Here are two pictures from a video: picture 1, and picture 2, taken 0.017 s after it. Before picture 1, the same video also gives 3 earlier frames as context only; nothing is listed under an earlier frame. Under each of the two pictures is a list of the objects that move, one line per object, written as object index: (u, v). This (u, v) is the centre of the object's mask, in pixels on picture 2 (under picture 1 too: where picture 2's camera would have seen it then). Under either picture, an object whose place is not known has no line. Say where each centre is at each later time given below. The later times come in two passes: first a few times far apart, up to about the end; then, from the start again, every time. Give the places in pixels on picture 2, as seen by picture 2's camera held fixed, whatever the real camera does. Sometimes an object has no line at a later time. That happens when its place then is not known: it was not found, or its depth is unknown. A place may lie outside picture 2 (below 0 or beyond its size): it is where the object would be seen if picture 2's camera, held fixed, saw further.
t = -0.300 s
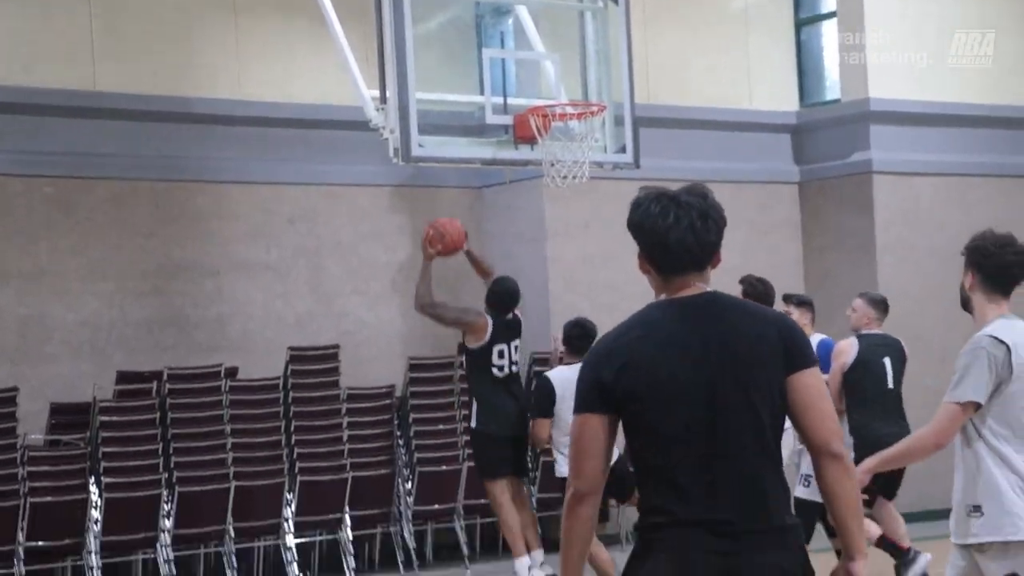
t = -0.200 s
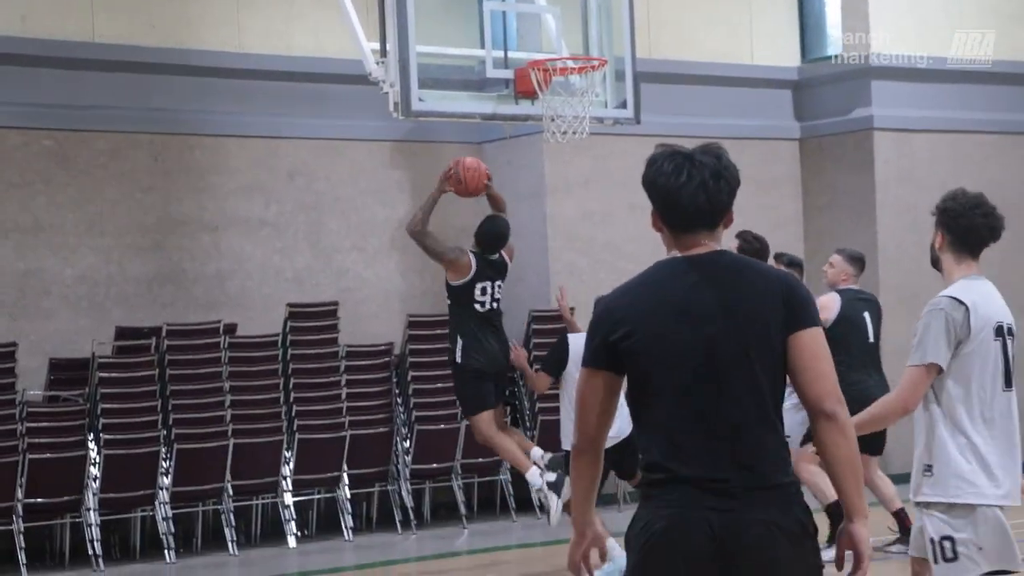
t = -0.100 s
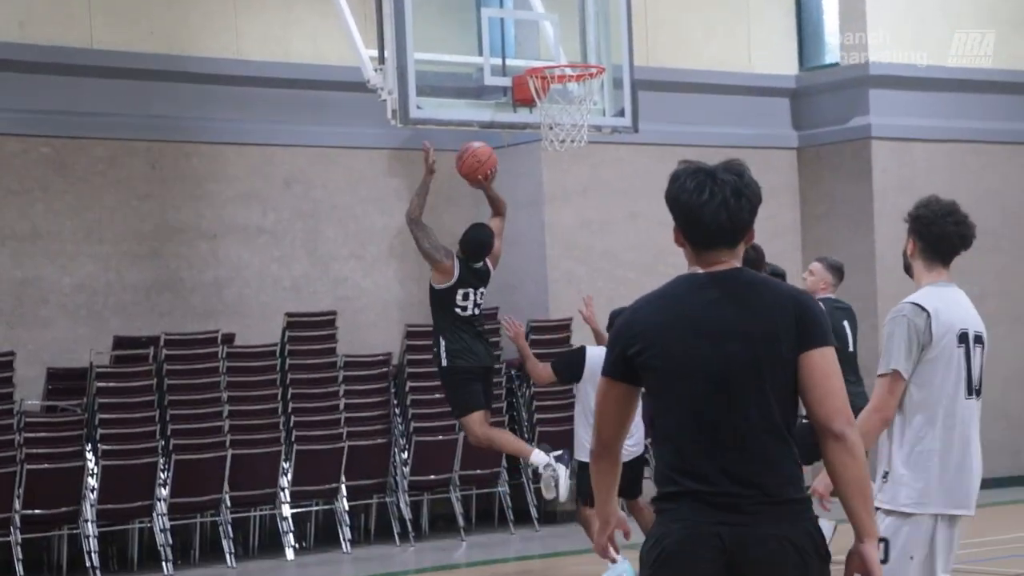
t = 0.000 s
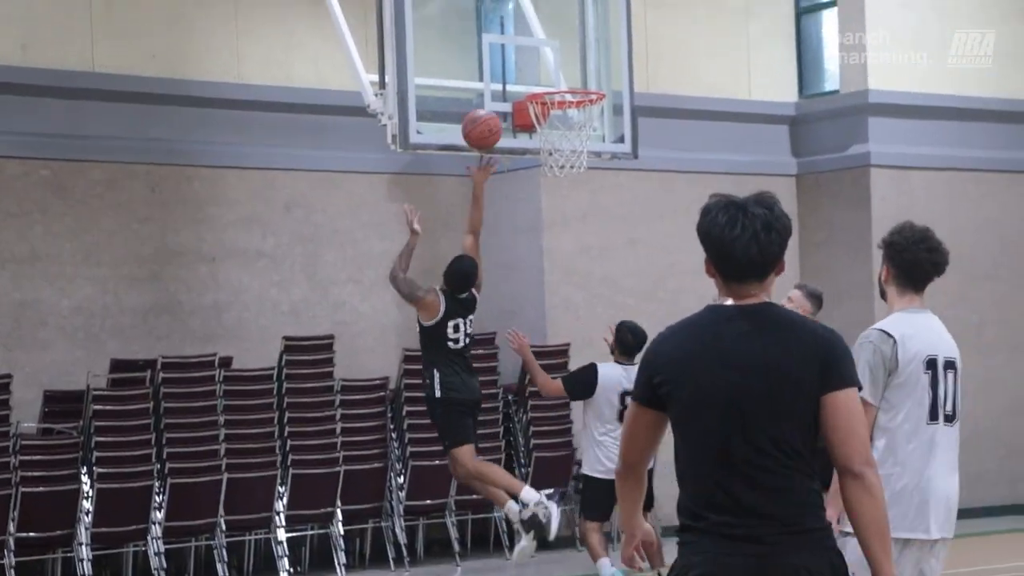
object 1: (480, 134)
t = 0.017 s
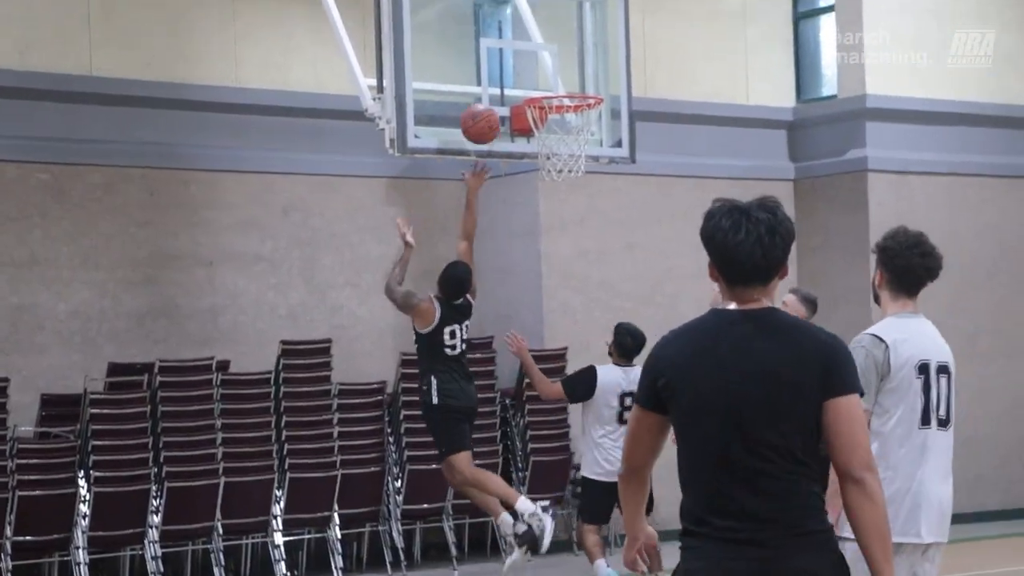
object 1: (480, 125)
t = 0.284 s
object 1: (526, 60)
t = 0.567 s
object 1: (570, 131)
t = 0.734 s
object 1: (547, 215)
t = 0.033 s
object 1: (481, 116)
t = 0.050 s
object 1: (482, 107)
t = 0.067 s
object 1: (483, 98)
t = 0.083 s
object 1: (484, 91)
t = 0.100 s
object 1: (485, 84)
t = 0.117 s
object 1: (486, 77)
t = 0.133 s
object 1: (488, 72)
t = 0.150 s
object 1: (492, 69)
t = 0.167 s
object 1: (496, 66)
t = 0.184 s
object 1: (500, 64)
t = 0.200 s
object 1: (504, 63)
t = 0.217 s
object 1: (509, 61)
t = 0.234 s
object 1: (513, 60)
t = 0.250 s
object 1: (517, 60)
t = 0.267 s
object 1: (521, 60)
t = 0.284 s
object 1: (526, 60)
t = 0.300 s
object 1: (530, 61)
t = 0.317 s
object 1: (535, 63)
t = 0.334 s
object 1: (539, 64)
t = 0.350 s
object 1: (543, 66)
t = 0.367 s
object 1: (548, 69)
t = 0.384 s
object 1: (552, 72)
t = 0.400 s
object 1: (557, 76)
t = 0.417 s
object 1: (561, 78)
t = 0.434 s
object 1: (566, 81)
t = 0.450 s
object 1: (570, 83)
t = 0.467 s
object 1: (576, 94)
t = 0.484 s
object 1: (580, 100)
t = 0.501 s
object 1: (581, 105)
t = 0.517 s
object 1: (578, 112)
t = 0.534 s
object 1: (575, 118)
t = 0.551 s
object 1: (573, 124)
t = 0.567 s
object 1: (570, 131)
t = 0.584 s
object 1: (567, 138)
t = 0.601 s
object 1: (565, 147)
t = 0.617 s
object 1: (562, 153)
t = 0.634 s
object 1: (560, 162)
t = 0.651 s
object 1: (557, 170)
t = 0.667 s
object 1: (556, 181)
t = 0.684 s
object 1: (553, 186)
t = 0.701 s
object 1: (551, 195)
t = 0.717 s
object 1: (549, 204)
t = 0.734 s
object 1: (547, 215)
